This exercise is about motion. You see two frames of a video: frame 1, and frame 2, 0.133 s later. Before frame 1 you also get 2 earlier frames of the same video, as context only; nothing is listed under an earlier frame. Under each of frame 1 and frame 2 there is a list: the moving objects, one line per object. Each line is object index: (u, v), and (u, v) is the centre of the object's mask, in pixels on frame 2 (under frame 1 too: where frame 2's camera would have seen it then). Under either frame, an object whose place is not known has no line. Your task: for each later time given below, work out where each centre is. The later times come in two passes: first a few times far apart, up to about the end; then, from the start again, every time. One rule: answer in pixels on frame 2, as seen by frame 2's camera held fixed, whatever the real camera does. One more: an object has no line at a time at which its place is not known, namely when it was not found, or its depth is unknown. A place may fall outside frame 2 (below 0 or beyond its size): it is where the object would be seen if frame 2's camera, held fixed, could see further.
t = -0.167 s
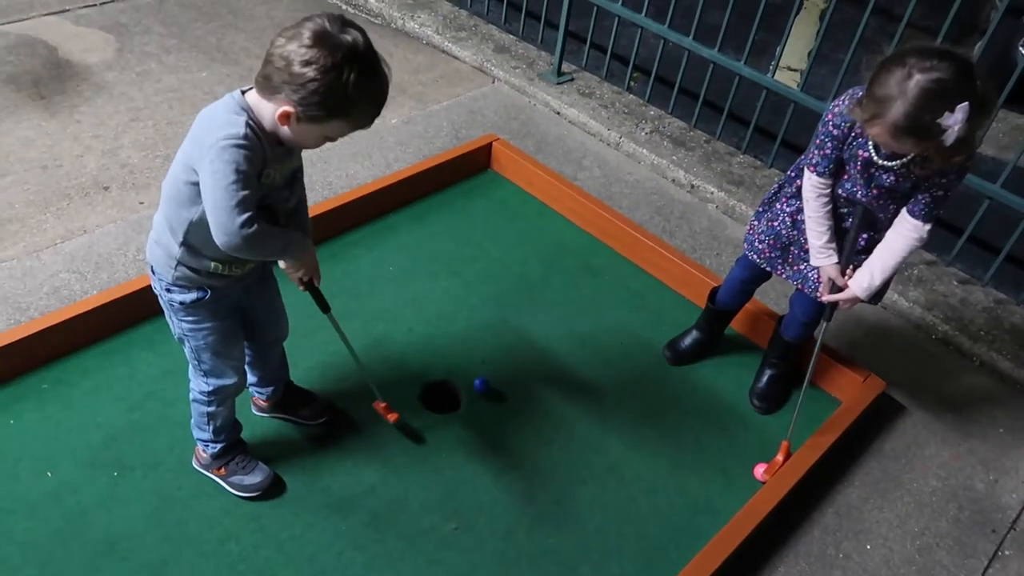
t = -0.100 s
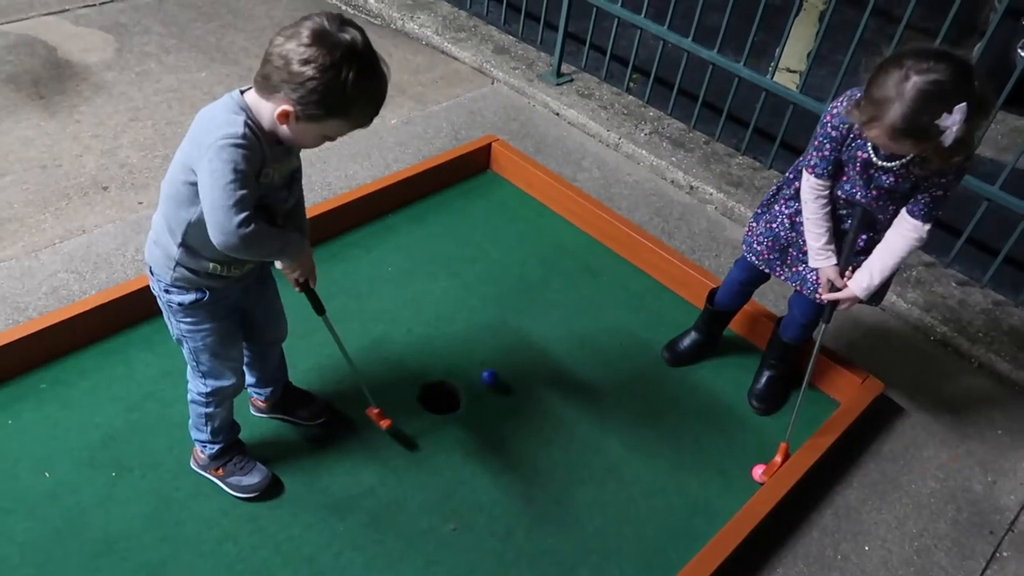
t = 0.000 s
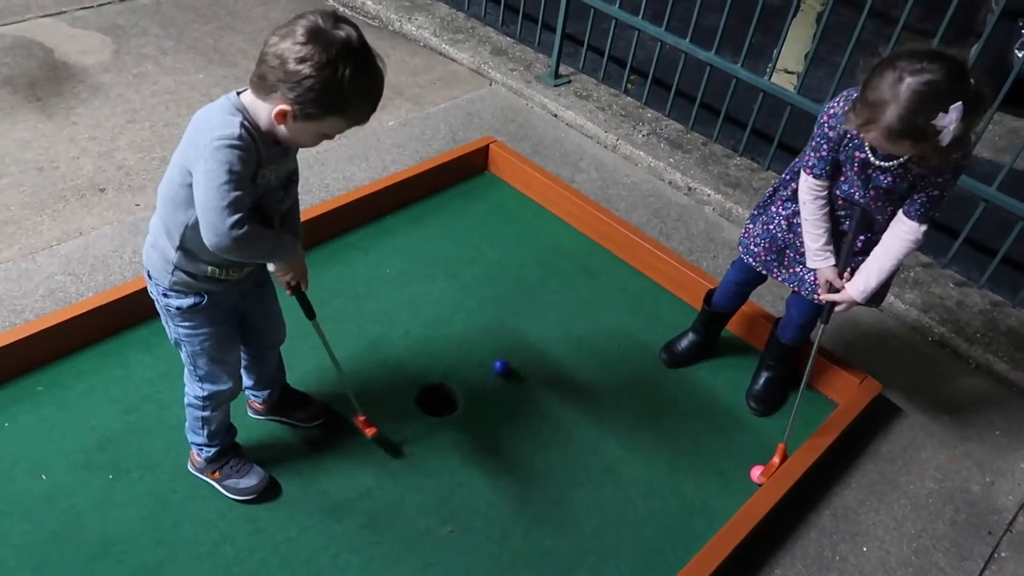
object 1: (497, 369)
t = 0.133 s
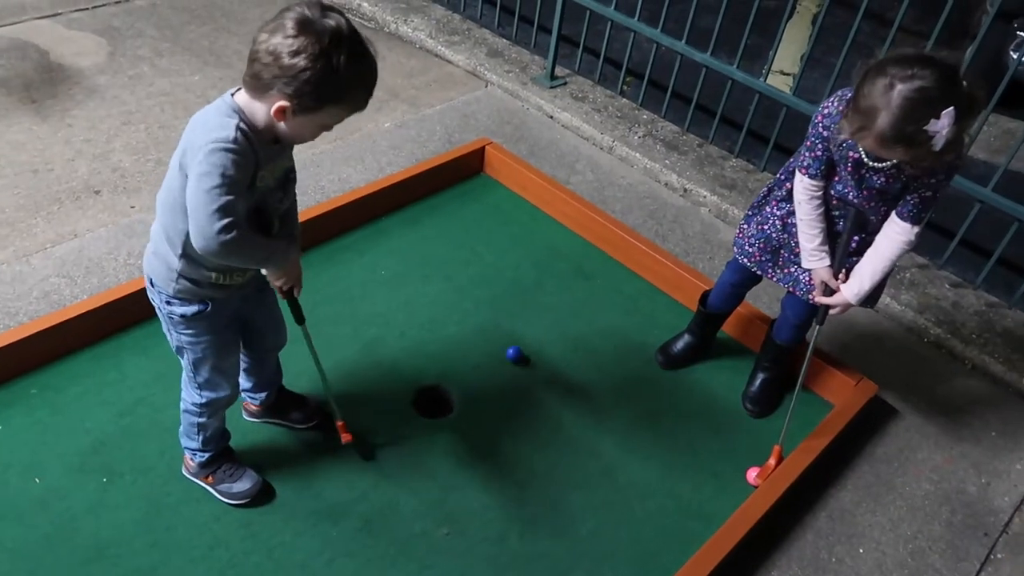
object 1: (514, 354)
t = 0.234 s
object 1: (525, 343)
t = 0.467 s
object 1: (548, 322)
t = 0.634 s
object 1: (561, 310)
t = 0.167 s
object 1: (517, 350)
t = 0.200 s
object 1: (522, 347)
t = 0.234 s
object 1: (525, 343)
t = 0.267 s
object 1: (529, 340)
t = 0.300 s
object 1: (532, 337)
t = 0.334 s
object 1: (535, 334)
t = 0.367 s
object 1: (539, 331)
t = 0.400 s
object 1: (542, 328)
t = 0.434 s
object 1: (545, 325)
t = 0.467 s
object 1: (548, 322)
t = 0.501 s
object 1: (551, 320)
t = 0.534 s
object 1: (553, 317)
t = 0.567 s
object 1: (556, 315)
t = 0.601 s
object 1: (558, 312)
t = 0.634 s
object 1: (561, 310)
